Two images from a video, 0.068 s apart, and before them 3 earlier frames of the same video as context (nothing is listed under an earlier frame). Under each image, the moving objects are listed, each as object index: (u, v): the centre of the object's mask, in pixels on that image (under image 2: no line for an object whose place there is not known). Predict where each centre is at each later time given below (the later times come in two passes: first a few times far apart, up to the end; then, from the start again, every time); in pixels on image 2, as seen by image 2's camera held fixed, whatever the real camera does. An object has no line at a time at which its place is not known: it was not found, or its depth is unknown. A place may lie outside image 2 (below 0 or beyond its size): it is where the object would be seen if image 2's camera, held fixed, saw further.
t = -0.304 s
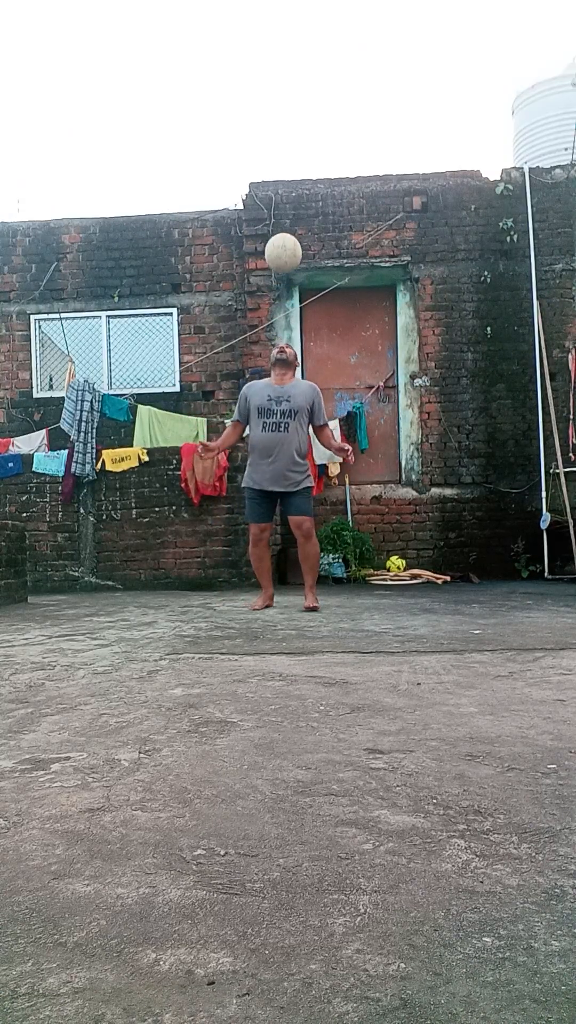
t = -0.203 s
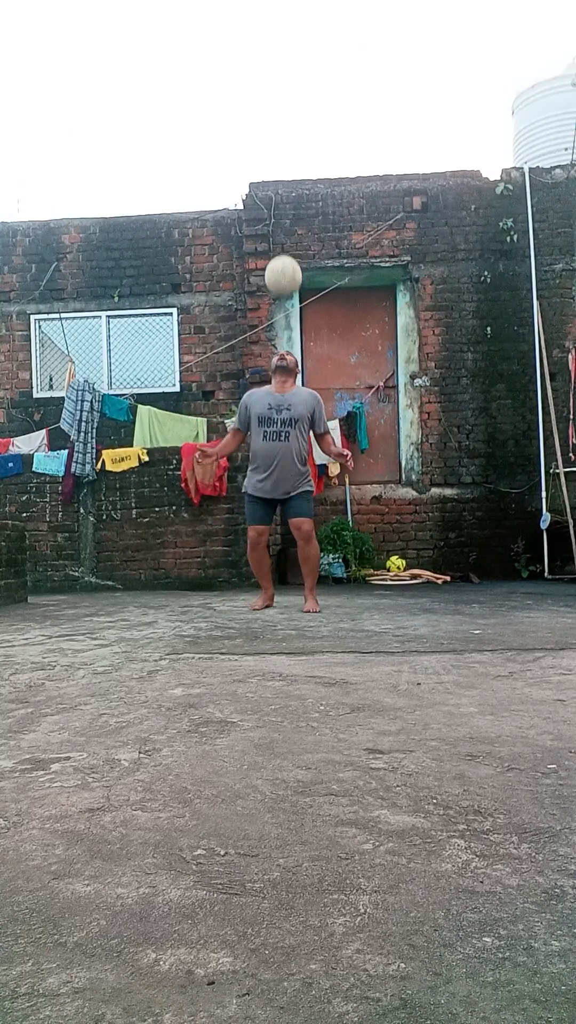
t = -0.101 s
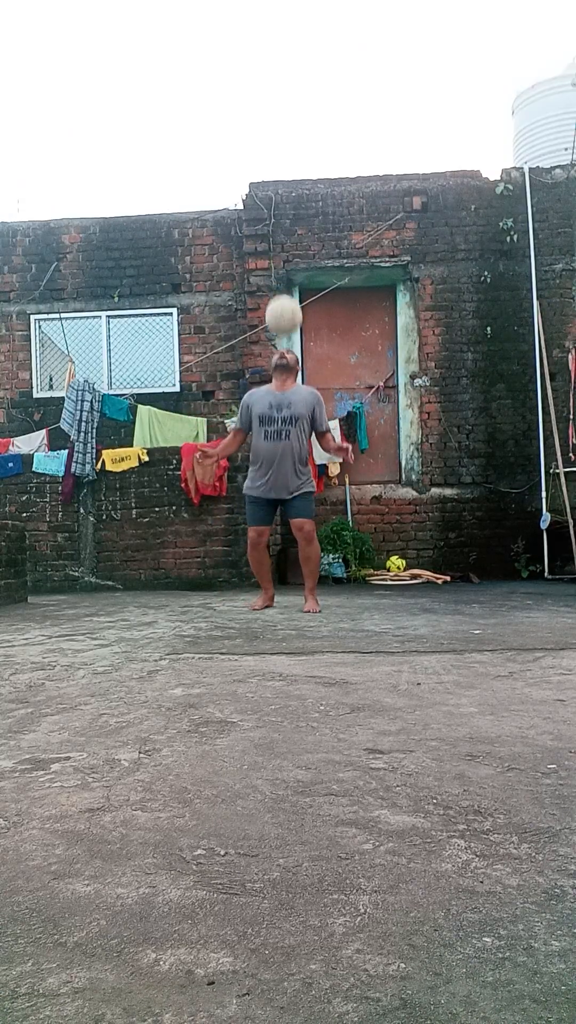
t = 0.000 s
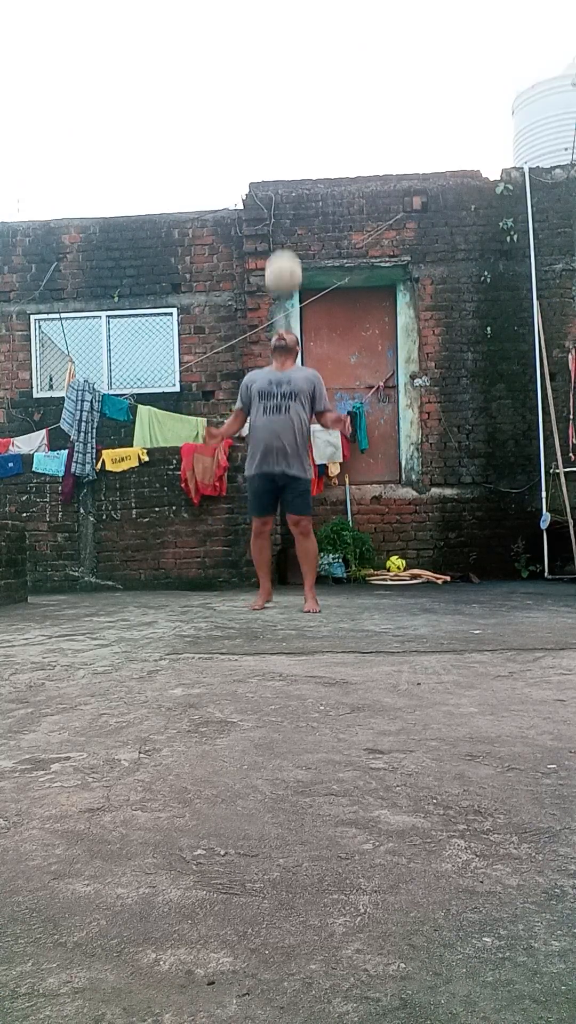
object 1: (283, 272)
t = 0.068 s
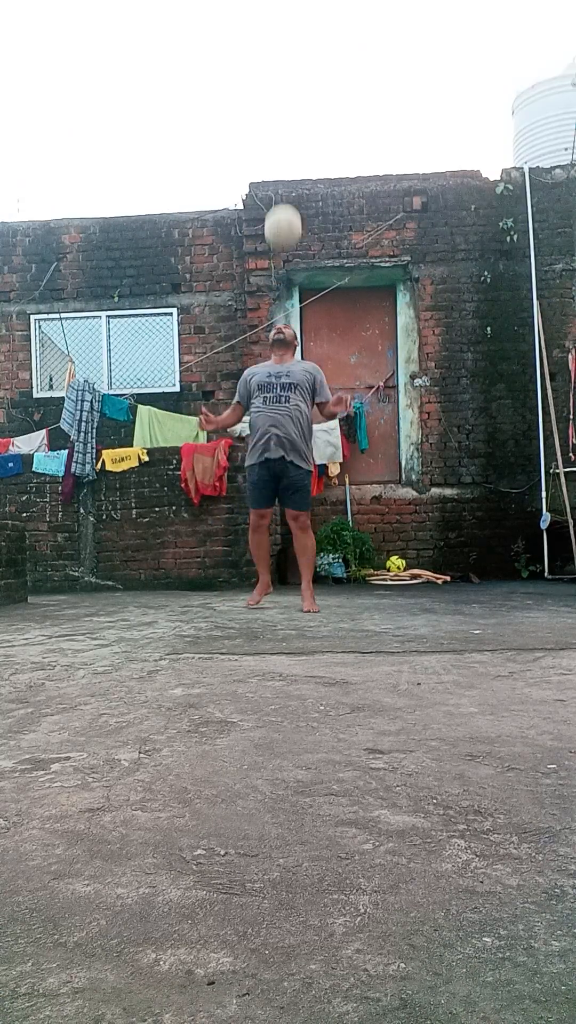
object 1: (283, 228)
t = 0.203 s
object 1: (282, 158)
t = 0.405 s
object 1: (283, 110)
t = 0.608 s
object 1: (285, 129)
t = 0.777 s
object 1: (289, 196)
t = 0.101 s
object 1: (283, 207)
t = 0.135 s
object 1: (283, 191)
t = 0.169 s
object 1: (282, 174)
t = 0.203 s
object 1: (282, 158)
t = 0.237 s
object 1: (282, 145)
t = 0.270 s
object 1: (282, 135)
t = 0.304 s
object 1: (283, 126)
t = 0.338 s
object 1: (283, 119)
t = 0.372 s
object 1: (283, 114)
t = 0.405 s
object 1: (283, 110)
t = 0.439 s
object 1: (283, 109)
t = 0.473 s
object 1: (284, 109)
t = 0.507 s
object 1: (284, 111)
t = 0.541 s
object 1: (284, 115)
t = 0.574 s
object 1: (285, 121)
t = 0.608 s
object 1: (285, 129)
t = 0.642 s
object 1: (286, 138)
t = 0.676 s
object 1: (287, 150)
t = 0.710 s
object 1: (287, 163)
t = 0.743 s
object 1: (288, 181)
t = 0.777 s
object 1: (289, 196)
